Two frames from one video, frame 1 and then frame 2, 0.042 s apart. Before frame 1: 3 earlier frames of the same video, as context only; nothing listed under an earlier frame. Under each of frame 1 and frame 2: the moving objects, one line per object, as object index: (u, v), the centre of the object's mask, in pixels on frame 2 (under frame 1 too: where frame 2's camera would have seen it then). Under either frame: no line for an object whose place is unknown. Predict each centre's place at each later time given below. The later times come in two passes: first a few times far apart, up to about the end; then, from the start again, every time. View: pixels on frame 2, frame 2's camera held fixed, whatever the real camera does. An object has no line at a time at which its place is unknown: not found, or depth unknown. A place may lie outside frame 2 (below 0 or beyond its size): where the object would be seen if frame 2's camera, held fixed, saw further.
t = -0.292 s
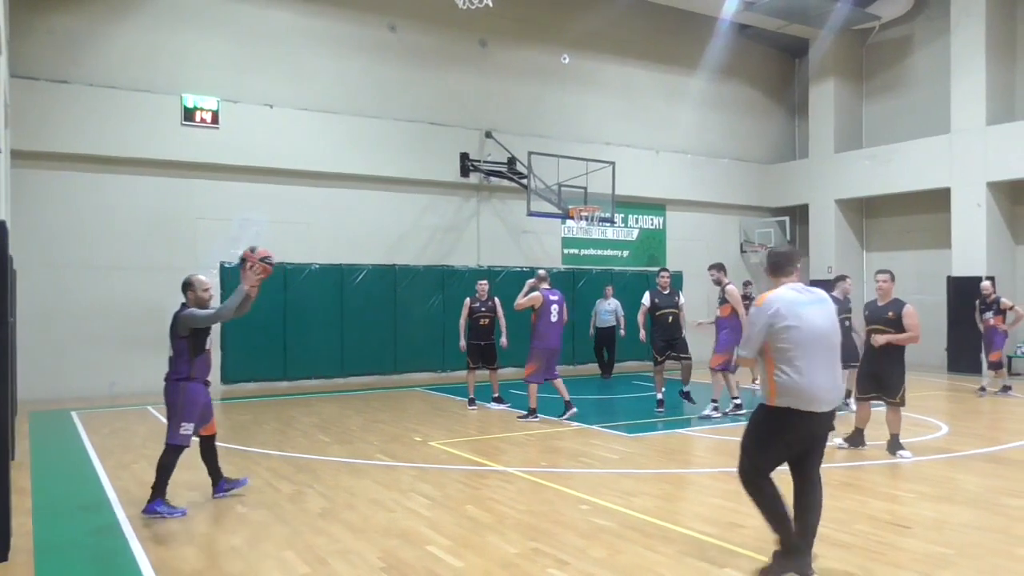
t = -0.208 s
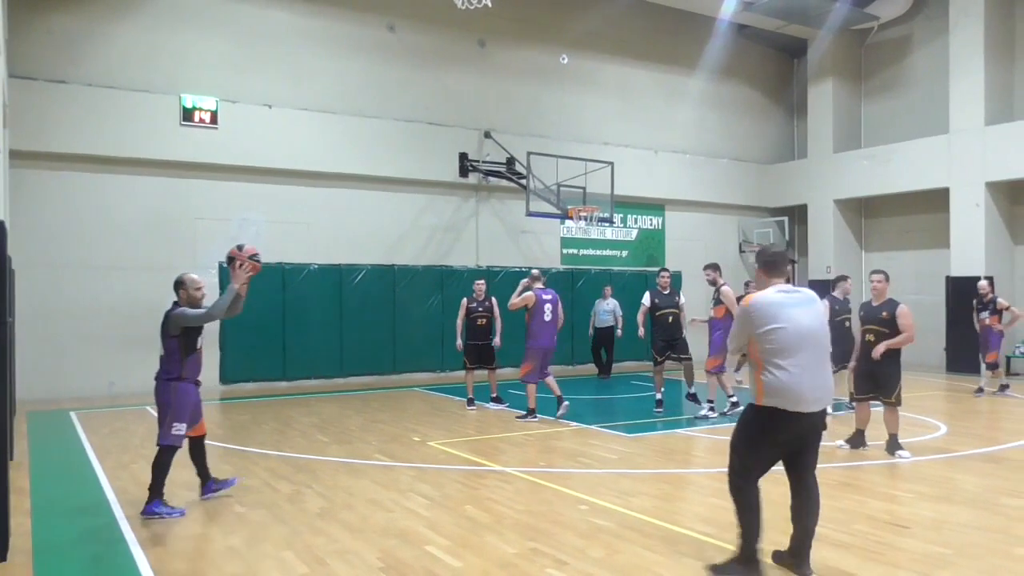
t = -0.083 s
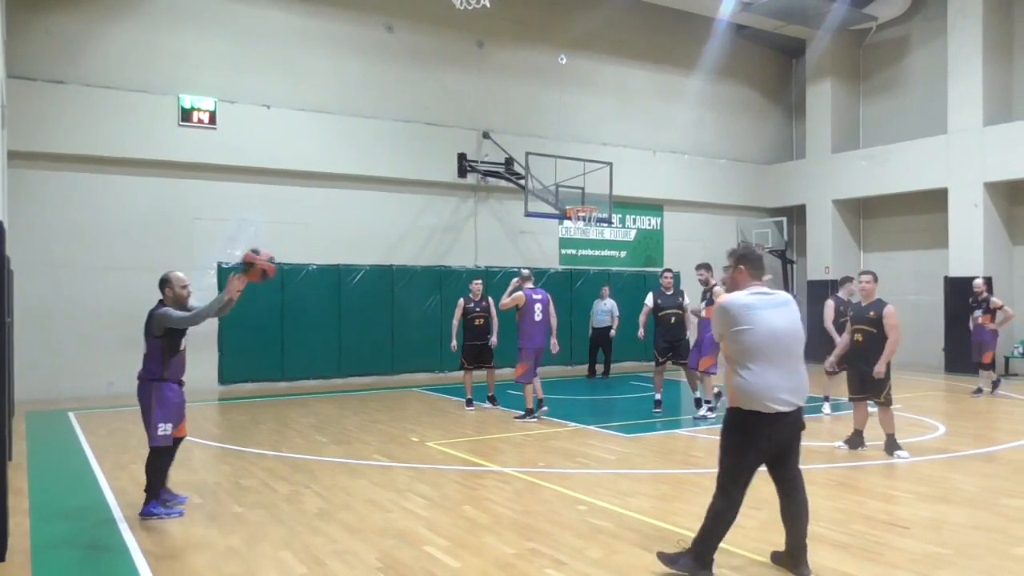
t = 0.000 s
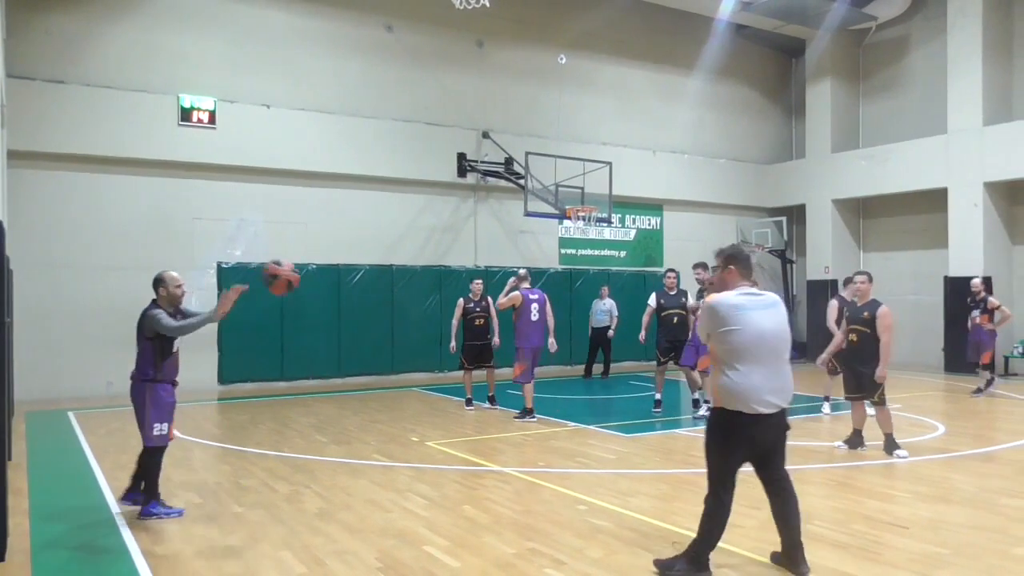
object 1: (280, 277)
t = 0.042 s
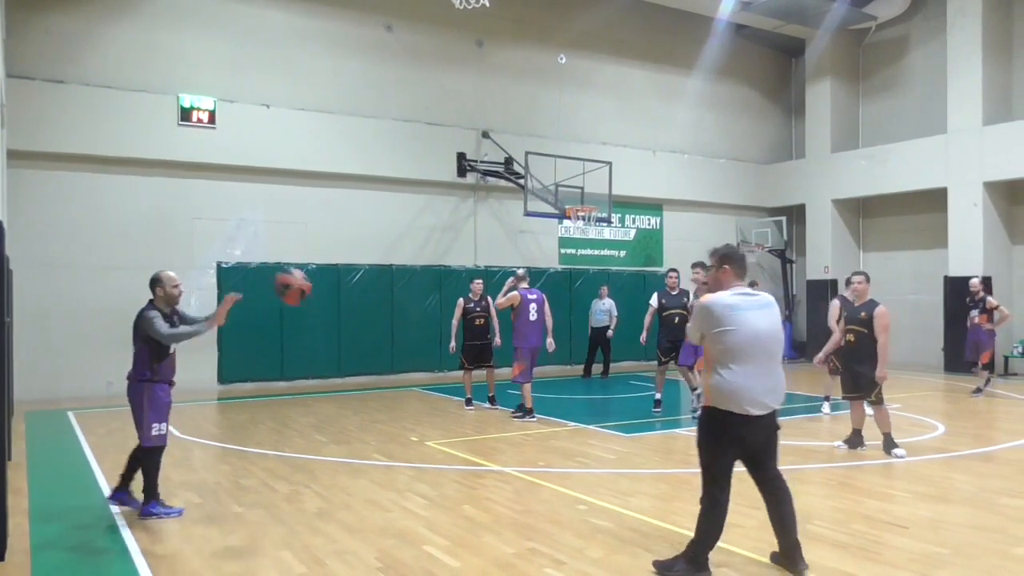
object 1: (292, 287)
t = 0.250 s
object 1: (354, 373)
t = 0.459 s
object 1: (417, 514)
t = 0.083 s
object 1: (304, 299)
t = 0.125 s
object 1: (316, 314)
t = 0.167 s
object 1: (329, 331)
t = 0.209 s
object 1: (342, 352)
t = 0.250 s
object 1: (354, 373)
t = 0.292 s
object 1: (365, 399)
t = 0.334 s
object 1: (378, 428)
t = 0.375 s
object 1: (391, 459)
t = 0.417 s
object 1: (405, 496)
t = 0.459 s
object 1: (417, 514)
